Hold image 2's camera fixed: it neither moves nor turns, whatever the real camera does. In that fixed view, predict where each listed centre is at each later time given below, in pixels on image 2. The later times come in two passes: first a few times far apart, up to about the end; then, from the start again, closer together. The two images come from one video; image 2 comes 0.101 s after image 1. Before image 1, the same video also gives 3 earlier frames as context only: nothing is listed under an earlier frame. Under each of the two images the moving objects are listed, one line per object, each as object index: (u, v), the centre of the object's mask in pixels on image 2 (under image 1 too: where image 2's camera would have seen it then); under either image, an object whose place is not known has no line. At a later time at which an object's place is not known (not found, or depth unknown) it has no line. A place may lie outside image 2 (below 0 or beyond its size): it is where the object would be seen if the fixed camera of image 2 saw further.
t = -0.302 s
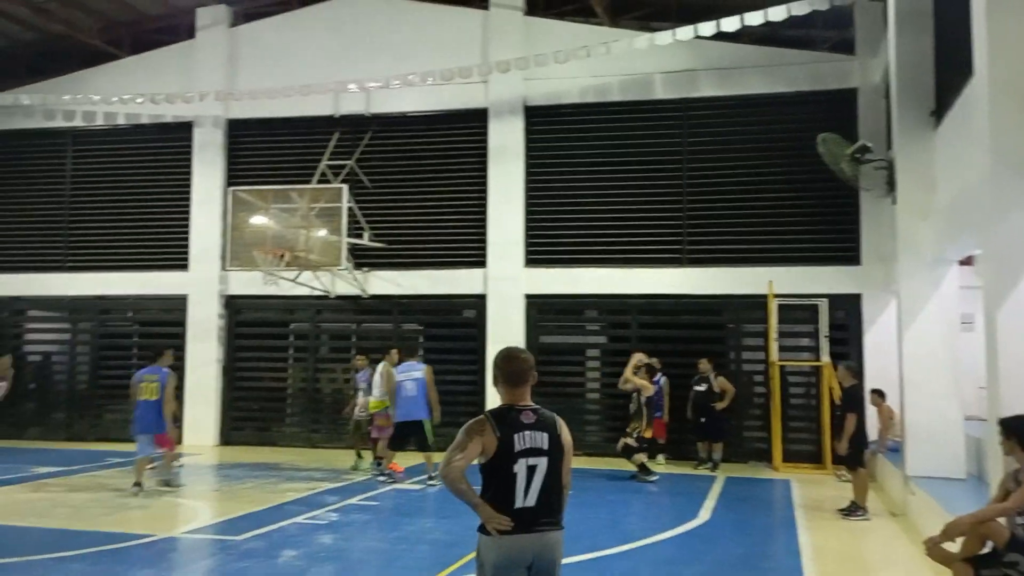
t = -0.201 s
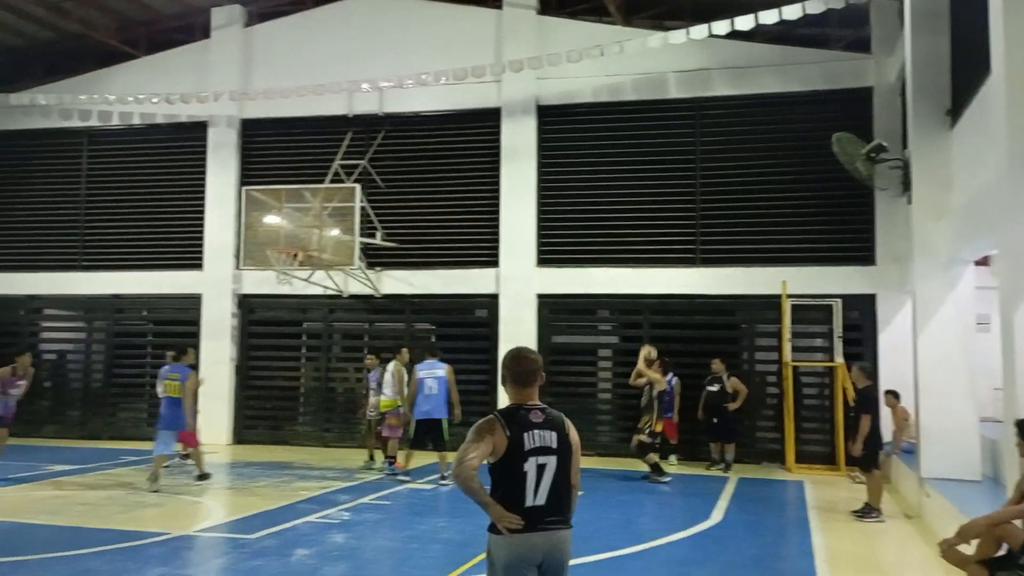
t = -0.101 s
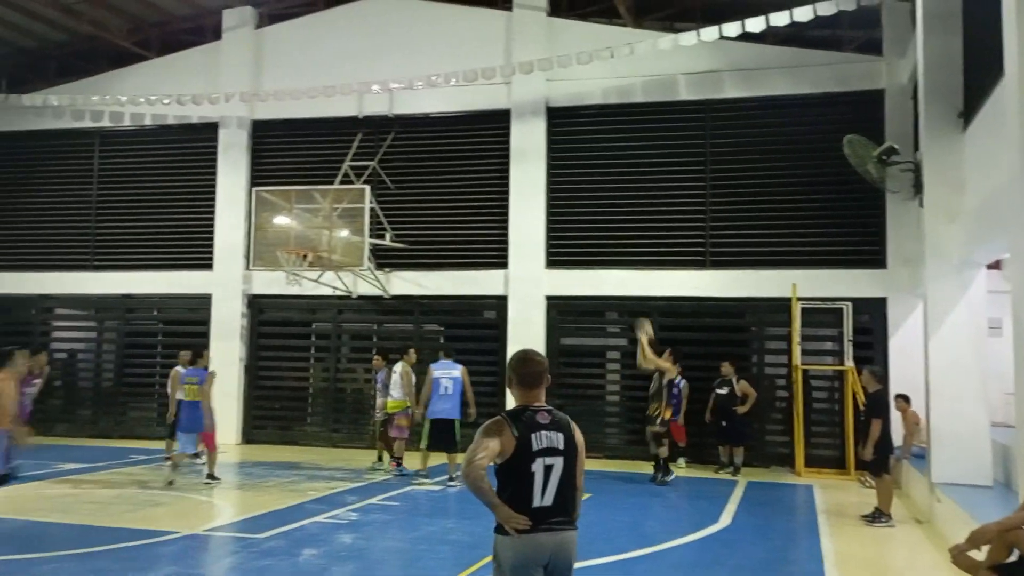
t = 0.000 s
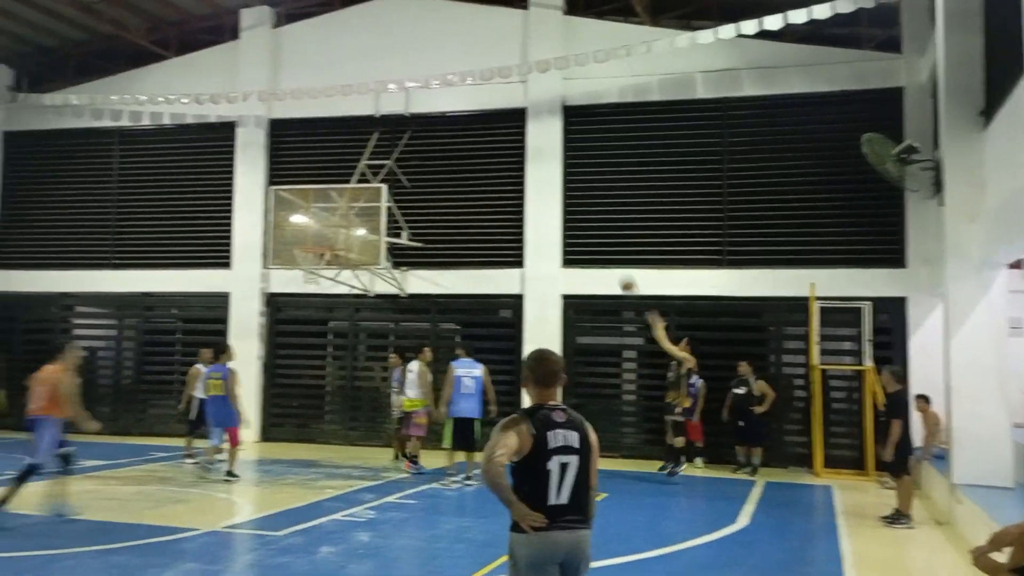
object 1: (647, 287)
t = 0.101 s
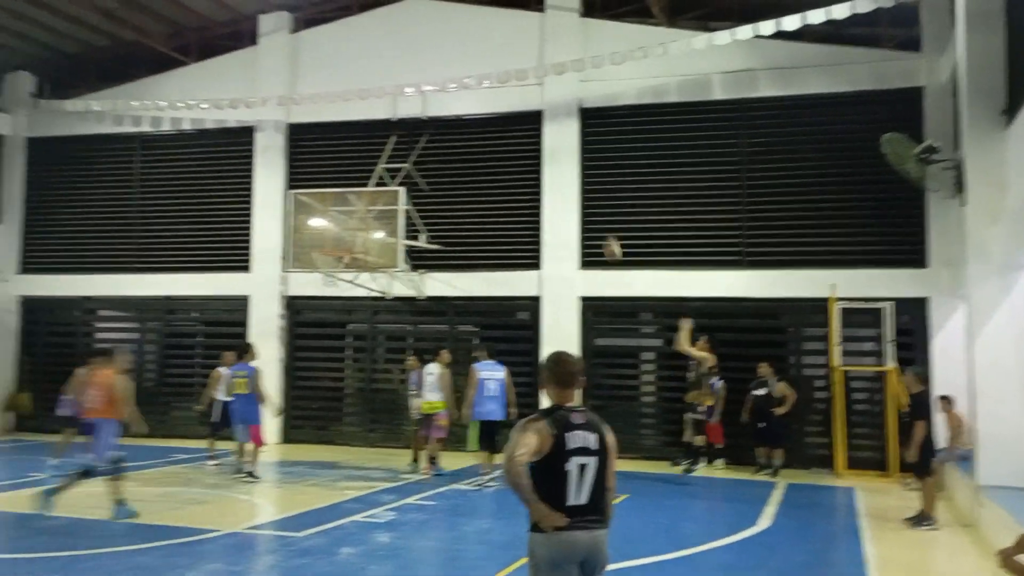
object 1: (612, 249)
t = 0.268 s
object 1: (557, 203)
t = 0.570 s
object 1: (464, 172)
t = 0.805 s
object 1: (395, 187)
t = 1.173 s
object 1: (340, 271)
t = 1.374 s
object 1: (345, 264)
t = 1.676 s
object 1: (327, 284)
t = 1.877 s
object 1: (312, 328)
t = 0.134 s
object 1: (601, 238)
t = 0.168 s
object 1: (590, 228)
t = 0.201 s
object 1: (580, 219)
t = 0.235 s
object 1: (567, 211)
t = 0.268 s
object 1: (557, 203)
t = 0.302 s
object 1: (546, 197)
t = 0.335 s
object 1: (535, 192)
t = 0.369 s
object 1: (525, 186)
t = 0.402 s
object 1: (515, 182)
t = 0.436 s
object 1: (505, 179)
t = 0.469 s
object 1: (495, 176)
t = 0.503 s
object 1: (484, 175)
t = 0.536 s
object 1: (474, 174)
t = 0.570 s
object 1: (464, 172)
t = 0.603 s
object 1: (454, 173)
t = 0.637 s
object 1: (445, 173)
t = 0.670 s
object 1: (435, 177)
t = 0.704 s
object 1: (425, 179)
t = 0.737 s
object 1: (415, 183)
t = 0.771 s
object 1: (405, 186)
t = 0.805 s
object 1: (395, 187)
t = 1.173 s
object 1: (340, 271)
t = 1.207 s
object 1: (342, 270)
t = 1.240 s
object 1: (342, 269)
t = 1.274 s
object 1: (345, 264)
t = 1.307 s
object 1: (343, 265)
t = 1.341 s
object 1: (347, 265)
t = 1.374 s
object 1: (345, 264)
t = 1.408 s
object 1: (344, 267)
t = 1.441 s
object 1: (344, 271)
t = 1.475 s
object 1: (344, 269)
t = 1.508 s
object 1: (338, 270)
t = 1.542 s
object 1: (336, 275)
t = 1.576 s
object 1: (334, 265)
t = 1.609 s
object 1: (332, 280)
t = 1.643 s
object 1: (330, 283)
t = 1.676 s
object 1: (327, 284)
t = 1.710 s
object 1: (324, 292)
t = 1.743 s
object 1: (321, 295)
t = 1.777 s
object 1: (320, 304)
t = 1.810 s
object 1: (317, 312)
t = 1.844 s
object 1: (315, 319)
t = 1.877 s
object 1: (312, 328)
